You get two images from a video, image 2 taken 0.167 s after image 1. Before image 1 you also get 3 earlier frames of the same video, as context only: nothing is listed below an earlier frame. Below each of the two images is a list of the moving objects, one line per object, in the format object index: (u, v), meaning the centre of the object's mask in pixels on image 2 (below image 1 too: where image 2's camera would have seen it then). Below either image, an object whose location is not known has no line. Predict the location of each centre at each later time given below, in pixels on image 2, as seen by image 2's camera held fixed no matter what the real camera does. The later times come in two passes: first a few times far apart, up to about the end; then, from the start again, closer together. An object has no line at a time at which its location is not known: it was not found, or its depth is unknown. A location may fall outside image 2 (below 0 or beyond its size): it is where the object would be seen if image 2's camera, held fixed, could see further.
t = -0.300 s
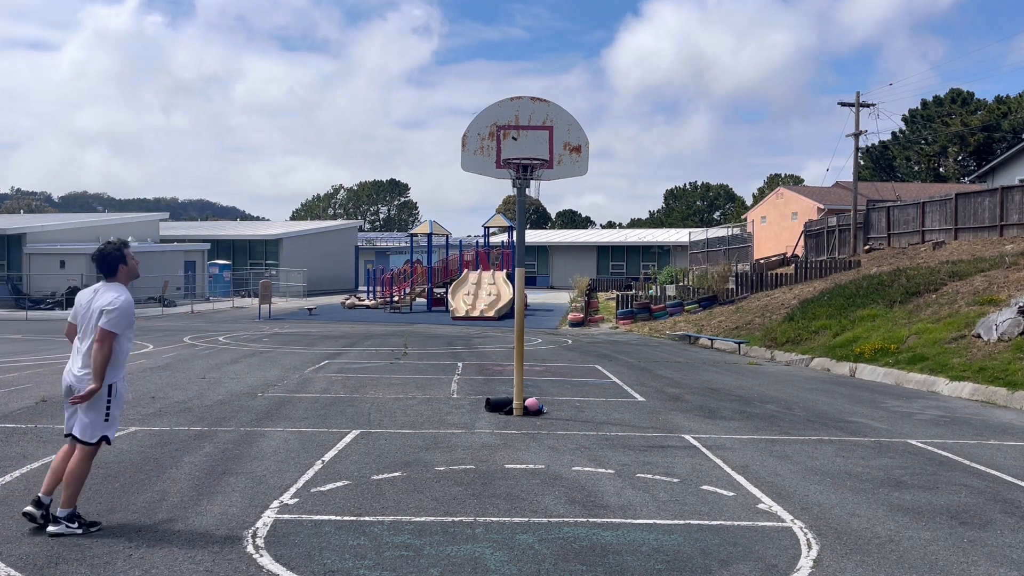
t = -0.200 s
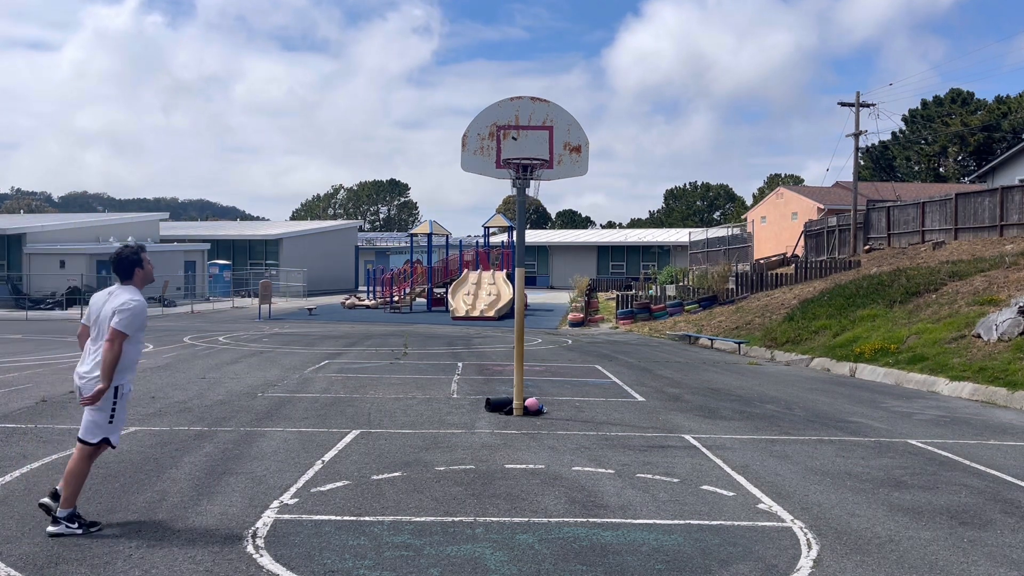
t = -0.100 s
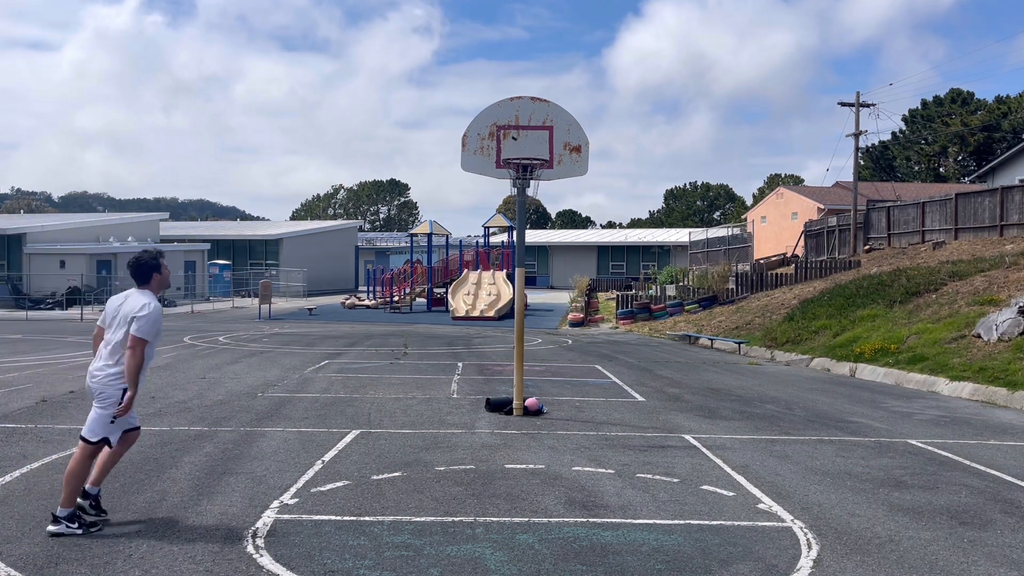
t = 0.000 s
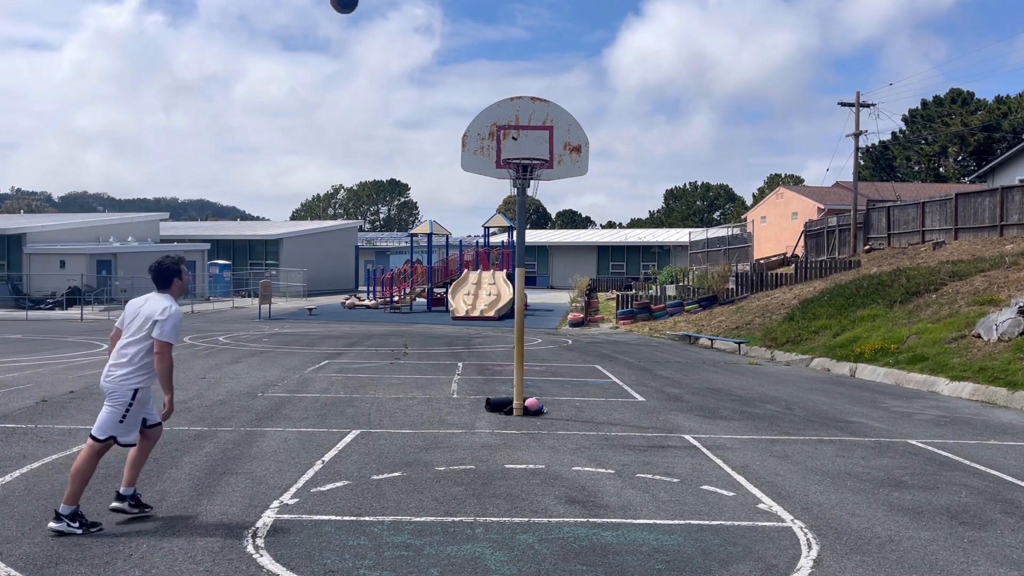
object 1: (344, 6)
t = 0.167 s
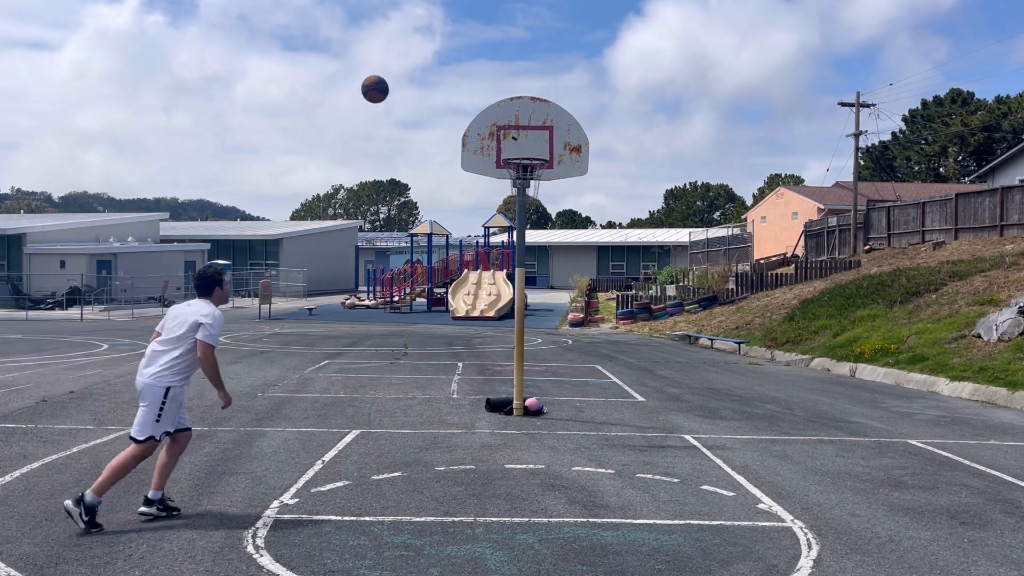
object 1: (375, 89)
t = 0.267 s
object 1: (393, 154)
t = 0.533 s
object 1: (439, 358)
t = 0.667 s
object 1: (456, 420)
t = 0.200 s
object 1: (381, 110)
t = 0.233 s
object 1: (387, 131)
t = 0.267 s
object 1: (393, 154)
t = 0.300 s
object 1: (399, 177)
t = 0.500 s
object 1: (434, 331)
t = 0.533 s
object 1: (439, 358)
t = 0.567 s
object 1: (444, 387)
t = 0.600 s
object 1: (450, 416)
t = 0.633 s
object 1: (454, 444)
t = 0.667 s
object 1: (456, 420)
